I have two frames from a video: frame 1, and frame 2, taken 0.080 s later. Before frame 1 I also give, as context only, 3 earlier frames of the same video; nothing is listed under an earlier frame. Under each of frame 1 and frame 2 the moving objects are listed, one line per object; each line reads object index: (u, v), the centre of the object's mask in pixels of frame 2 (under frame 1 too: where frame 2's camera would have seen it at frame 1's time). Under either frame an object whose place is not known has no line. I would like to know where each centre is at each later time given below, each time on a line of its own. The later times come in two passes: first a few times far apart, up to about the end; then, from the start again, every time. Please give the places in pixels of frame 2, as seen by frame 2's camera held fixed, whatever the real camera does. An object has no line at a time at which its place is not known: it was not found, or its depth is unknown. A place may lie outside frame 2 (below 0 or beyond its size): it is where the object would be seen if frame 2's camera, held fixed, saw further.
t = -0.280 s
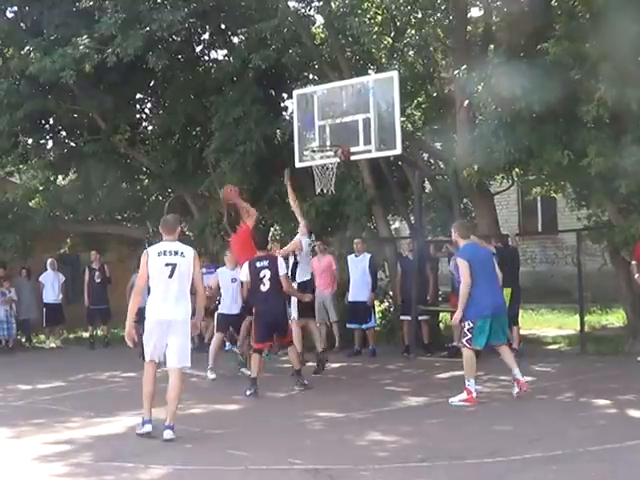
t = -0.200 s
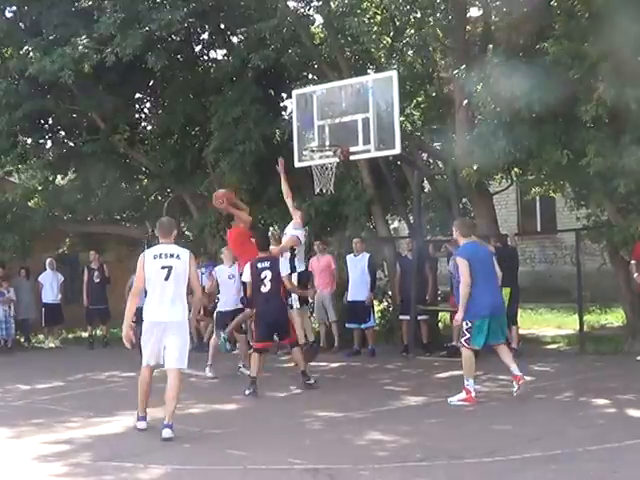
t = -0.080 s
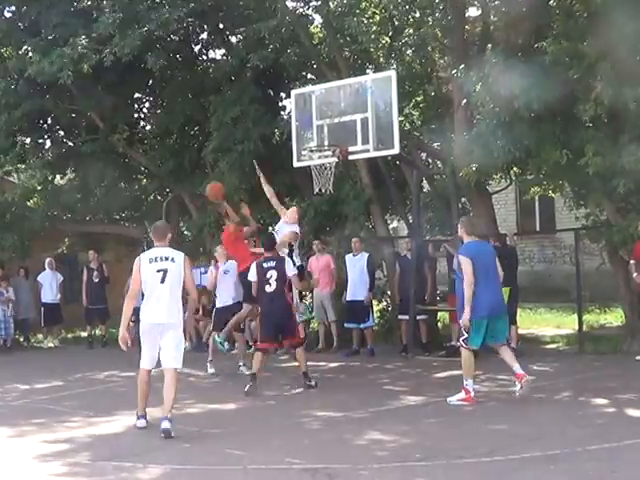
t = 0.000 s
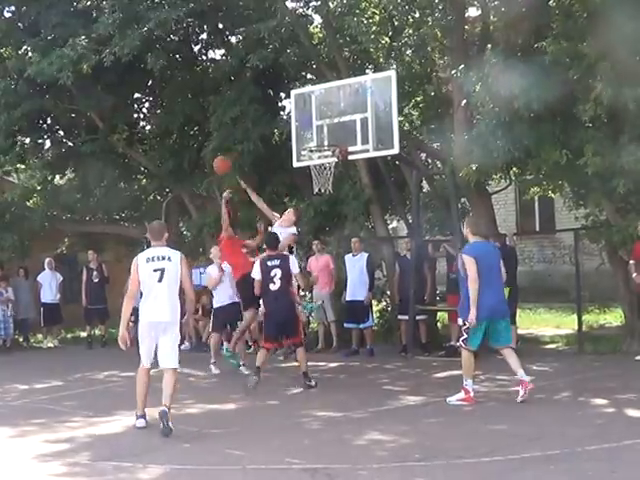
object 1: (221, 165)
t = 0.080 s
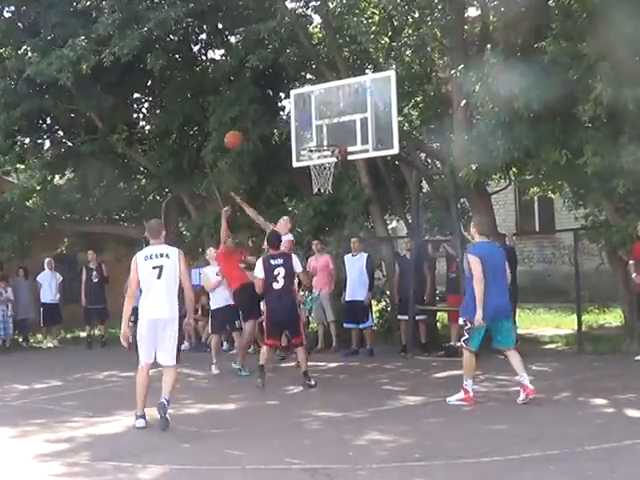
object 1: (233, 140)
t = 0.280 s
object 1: (263, 100)
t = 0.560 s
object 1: (302, 93)
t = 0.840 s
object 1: (314, 137)
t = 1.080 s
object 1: (293, 116)
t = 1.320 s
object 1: (273, 131)
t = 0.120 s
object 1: (239, 129)
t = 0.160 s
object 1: (245, 120)
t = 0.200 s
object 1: (251, 111)
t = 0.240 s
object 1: (256, 105)
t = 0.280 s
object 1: (263, 100)
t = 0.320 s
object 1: (268, 96)
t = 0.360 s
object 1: (274, 92)
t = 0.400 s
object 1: (279, 90)
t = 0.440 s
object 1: (285, 89)
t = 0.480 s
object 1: (291, 88)
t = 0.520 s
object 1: (296, 90)
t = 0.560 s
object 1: (302, 93)
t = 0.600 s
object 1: (308, 97)
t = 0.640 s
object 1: (315, 102)
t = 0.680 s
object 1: (319, 109)
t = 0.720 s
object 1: (318, 114)
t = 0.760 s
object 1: (316, 121)
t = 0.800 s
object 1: (315, 130)
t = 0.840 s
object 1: (314, 137)
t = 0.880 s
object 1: (311, 136)
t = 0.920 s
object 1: (307, 130)
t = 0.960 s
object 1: (304, 126)
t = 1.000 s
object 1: (300, 120)
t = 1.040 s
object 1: (296, 118)
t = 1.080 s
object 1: (293, 116)
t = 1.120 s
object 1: (289, 116)
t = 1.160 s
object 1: (286, 116)
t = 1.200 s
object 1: (282, 117)
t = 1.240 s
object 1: (279, 121)
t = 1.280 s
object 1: (275, 126)
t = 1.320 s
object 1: (273, 131)
